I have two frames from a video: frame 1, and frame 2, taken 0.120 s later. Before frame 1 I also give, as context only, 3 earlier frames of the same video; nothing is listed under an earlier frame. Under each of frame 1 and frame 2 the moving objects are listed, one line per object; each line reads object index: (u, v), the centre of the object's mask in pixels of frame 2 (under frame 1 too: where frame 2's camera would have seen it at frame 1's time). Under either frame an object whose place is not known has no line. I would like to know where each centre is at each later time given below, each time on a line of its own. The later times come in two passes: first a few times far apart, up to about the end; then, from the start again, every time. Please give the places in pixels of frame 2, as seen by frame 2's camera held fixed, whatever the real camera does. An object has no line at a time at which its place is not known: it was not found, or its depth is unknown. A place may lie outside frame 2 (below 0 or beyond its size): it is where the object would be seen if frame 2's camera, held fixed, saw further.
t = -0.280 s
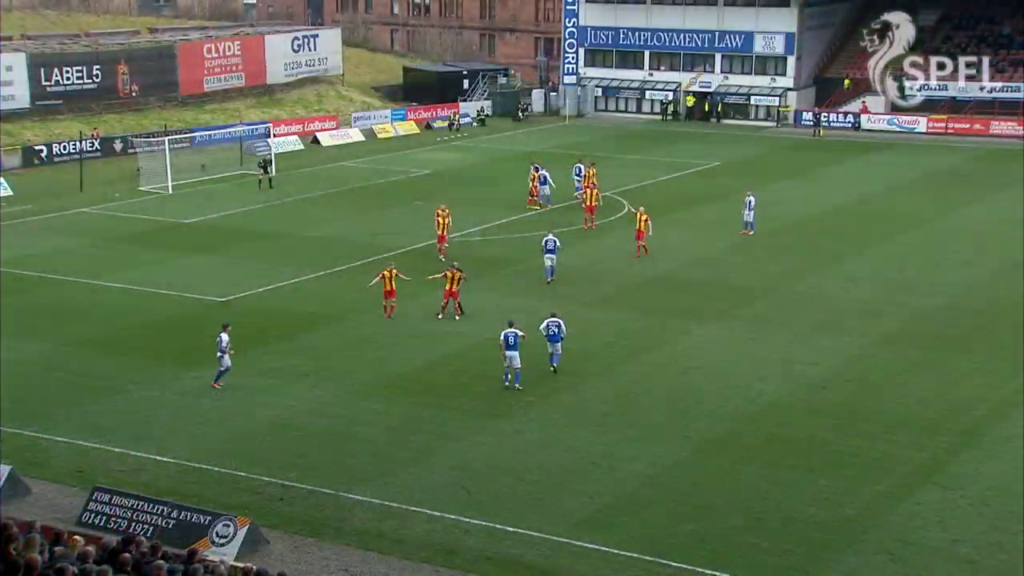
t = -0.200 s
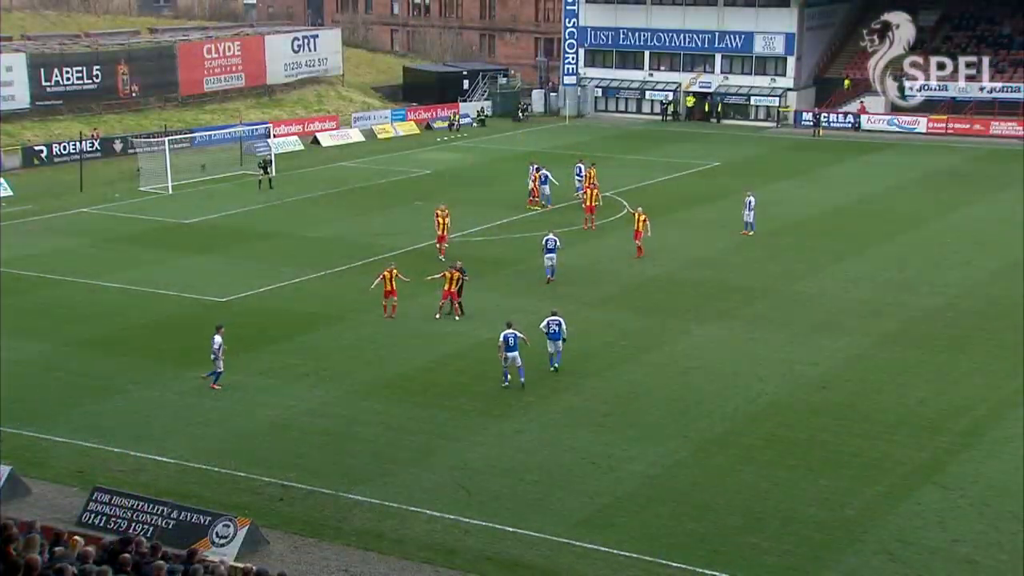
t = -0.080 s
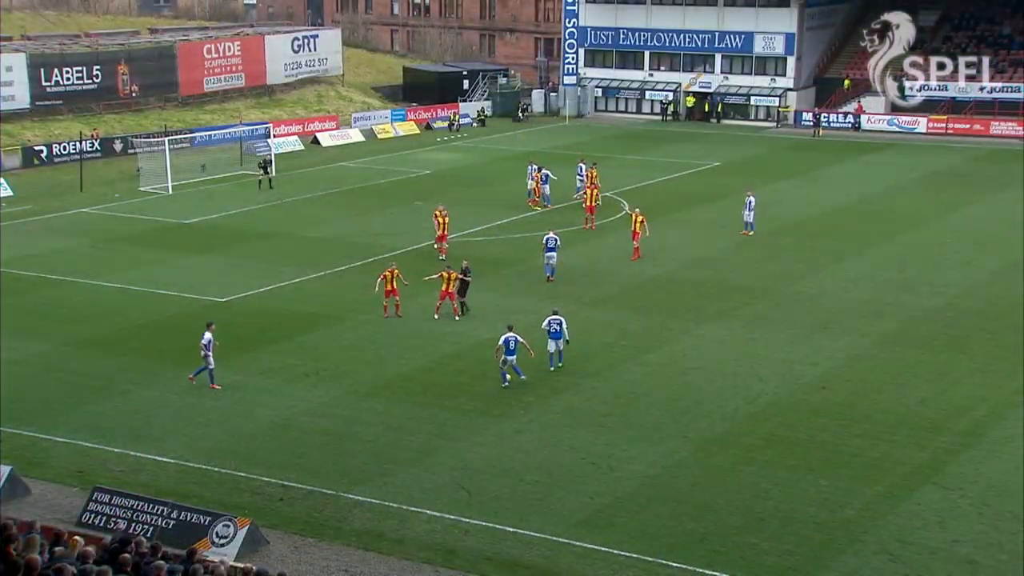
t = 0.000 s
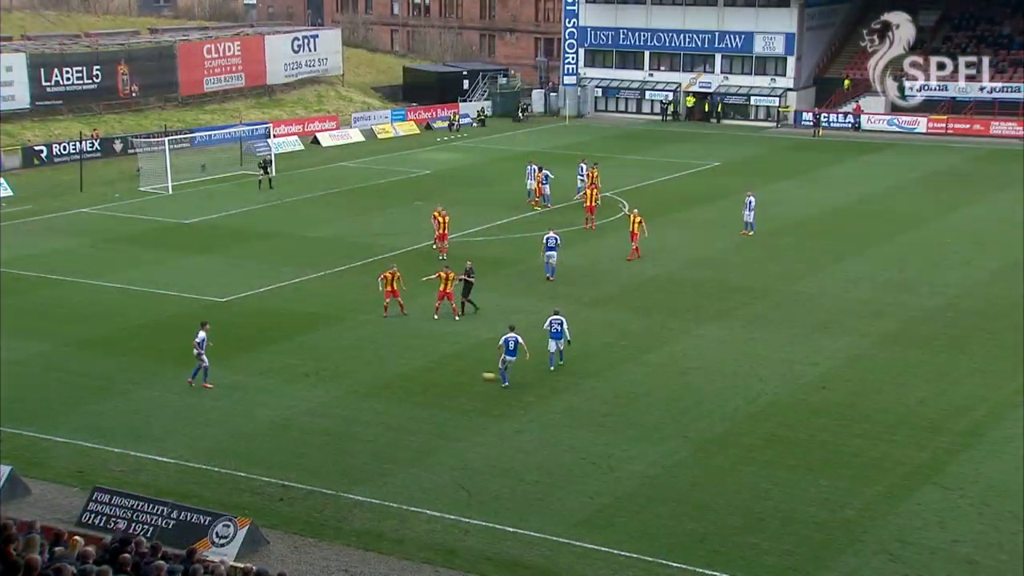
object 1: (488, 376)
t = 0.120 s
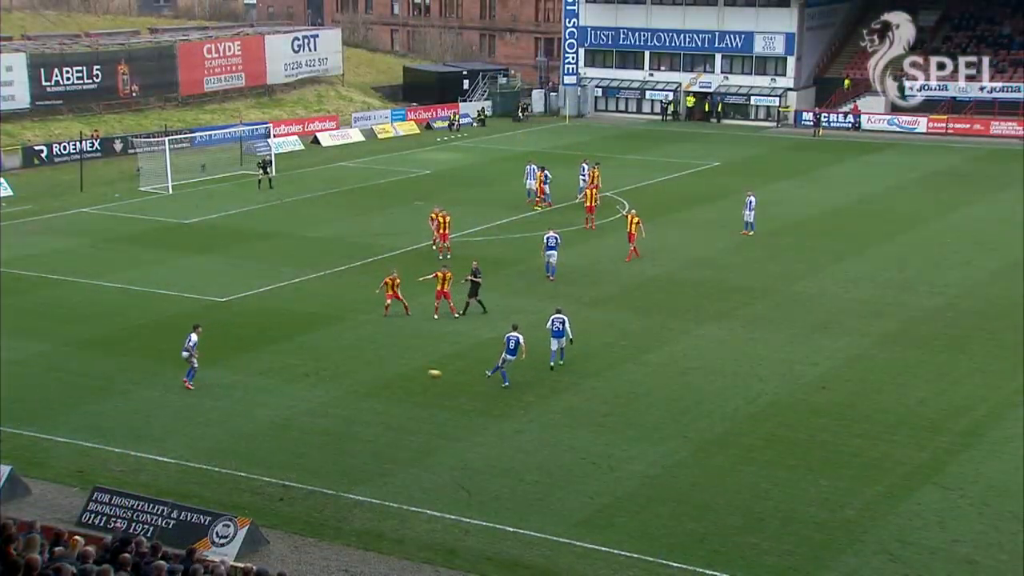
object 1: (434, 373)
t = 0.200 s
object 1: (400, 371)
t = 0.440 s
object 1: (309, 366)
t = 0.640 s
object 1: (246, 363)
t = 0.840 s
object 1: (192, 360)
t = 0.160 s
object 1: (417, 372)
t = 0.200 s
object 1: (400, 371)
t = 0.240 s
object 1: (384, 370)
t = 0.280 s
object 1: (368, 369)
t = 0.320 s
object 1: (353, 368)
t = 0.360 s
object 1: (338, 367)
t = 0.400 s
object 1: (323, 367)
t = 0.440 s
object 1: (309, 366)
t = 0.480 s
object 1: (296, 365)
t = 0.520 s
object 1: (283, 364)
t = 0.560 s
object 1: (270, 363)
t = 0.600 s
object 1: (259, 363)
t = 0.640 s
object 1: (246, 363)
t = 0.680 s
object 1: (235, 361)
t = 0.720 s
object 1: (224, 360)
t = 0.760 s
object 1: (213, 360)
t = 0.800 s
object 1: (202, 359)
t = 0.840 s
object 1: (192, 360)
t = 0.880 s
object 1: (183, 358)
